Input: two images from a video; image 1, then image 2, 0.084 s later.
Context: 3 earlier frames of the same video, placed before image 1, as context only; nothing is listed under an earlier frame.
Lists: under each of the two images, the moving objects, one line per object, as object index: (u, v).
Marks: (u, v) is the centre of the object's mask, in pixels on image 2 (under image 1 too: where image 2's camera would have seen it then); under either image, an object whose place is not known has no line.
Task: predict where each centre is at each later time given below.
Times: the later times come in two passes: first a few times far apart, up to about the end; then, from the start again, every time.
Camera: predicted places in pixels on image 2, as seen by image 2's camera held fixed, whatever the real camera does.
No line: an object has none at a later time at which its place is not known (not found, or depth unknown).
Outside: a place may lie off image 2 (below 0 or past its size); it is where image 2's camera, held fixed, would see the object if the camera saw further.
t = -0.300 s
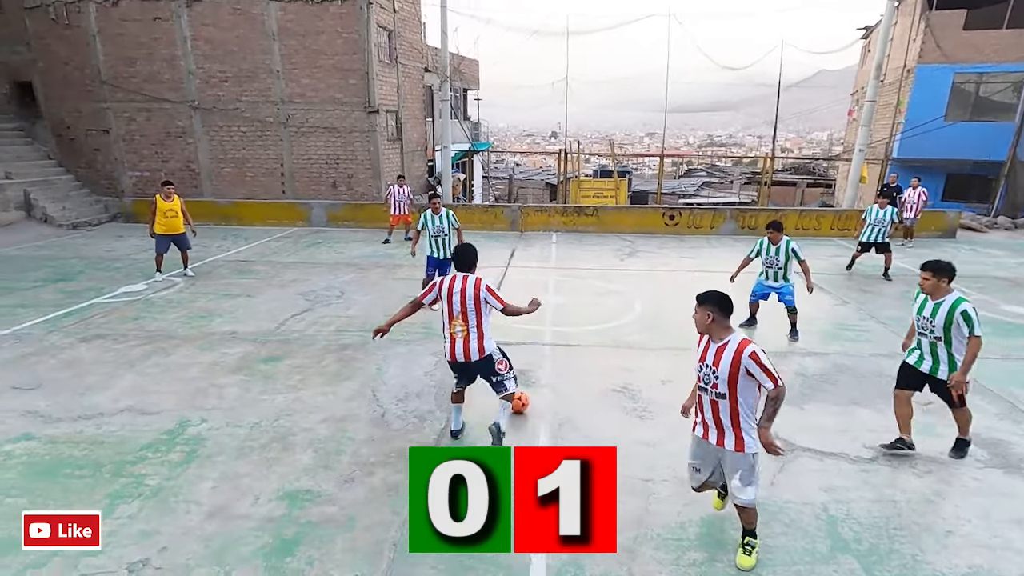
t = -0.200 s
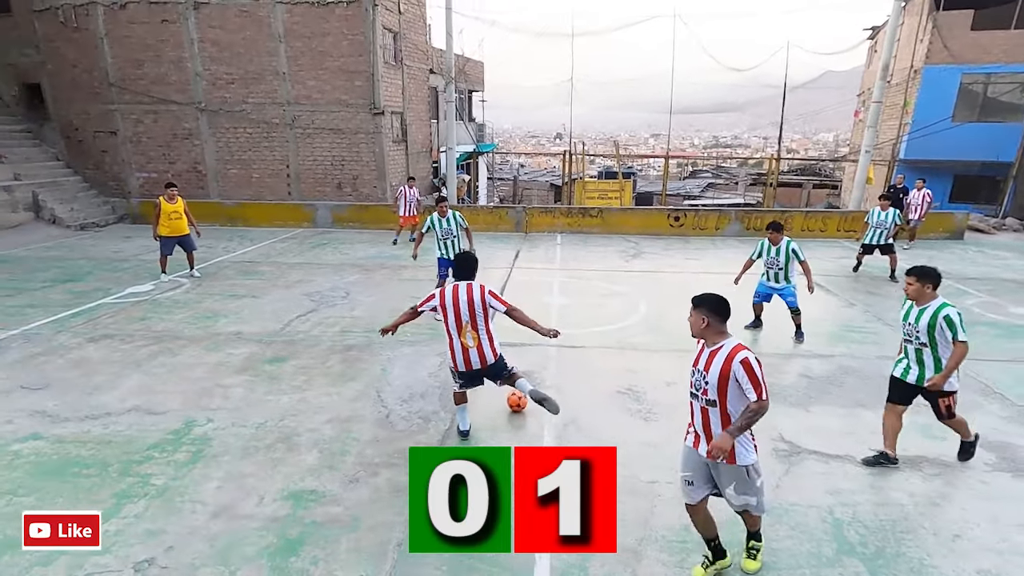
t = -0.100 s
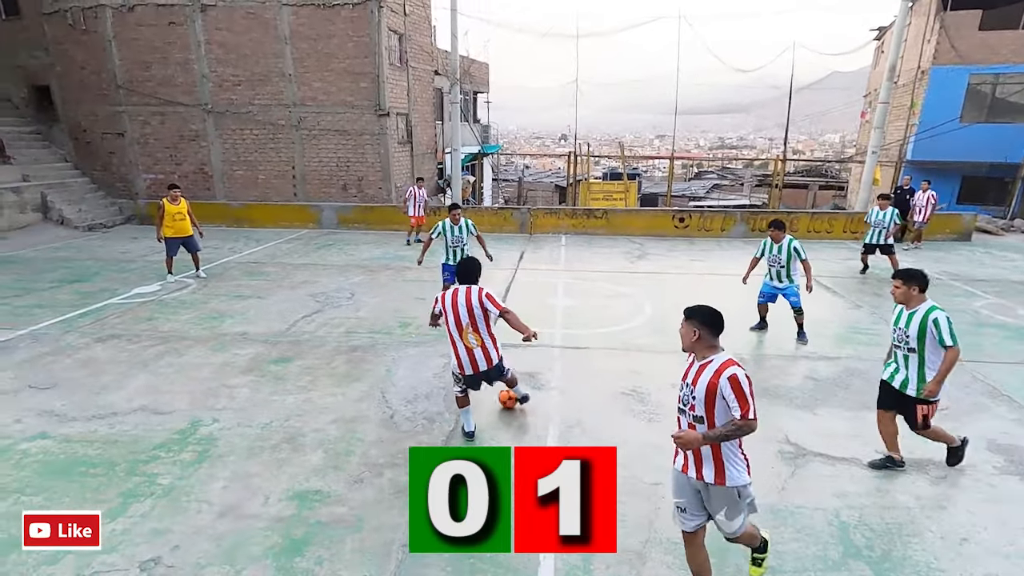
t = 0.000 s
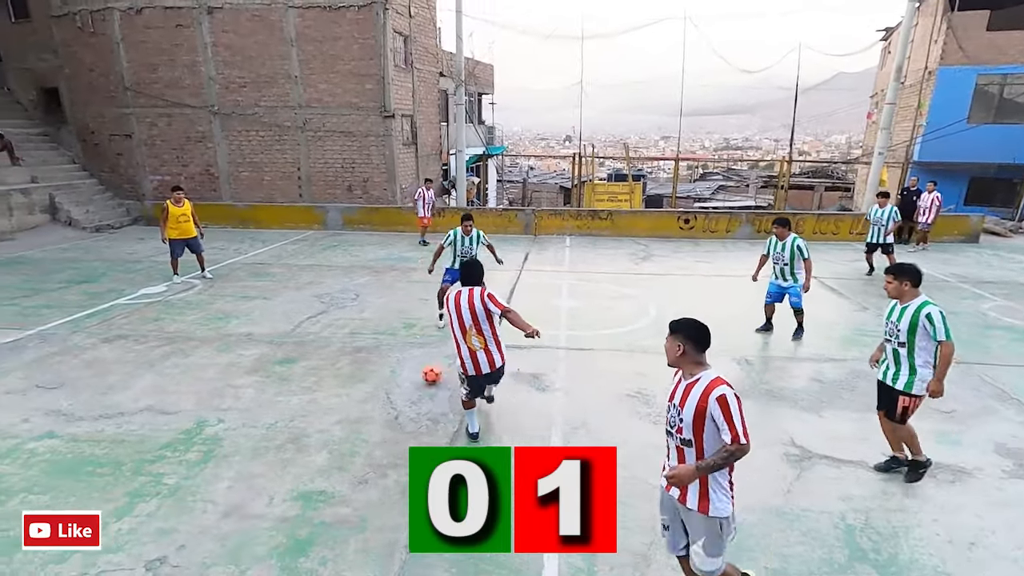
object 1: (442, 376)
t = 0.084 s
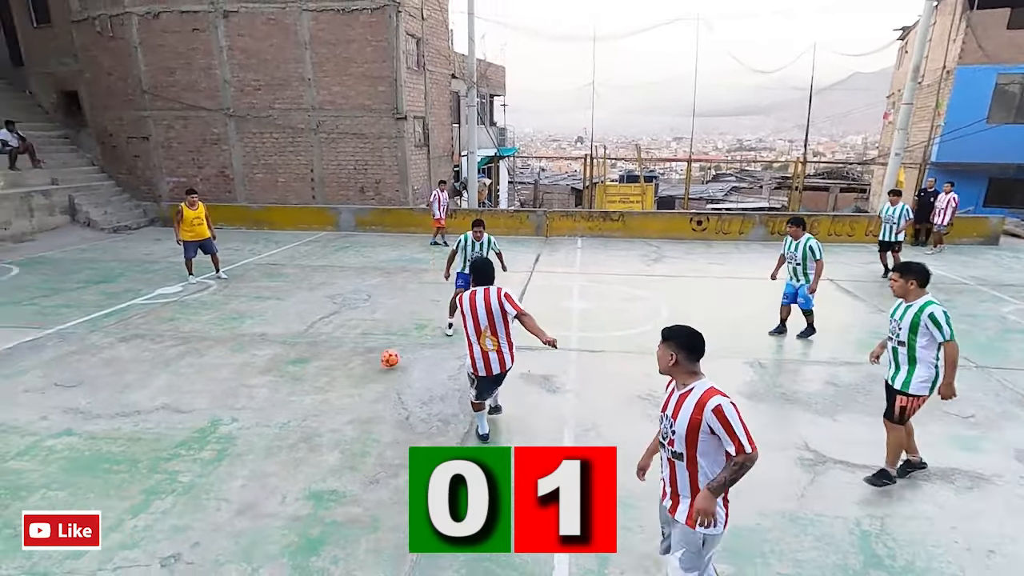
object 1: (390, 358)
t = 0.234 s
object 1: (314, 339)
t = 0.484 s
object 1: (227, 316)
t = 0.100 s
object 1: (380, 356)
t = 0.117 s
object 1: (370, 354)
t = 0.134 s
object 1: (362, 353)
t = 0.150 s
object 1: (352, 352)
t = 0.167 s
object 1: (344, 349)
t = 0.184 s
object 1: (336, 346)
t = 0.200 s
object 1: (329, 343)
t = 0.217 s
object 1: (321, 341)
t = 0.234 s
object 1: (314, 339)
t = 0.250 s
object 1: (306, 337)
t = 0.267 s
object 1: (299, 335)
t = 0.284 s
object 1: (292, 334)
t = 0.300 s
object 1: (286, 334)
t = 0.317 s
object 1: (280, 331)
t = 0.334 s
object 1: (273, 329)
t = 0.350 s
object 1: (267, 328)
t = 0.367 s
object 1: (262, 326)
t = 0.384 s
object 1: (256, 325)
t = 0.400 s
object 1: (251, 323)
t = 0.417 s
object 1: (246, 322)
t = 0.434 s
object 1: (240, 320)
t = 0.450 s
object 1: (235, 319)
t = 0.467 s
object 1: (231, 318)
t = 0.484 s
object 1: (227, 316)
